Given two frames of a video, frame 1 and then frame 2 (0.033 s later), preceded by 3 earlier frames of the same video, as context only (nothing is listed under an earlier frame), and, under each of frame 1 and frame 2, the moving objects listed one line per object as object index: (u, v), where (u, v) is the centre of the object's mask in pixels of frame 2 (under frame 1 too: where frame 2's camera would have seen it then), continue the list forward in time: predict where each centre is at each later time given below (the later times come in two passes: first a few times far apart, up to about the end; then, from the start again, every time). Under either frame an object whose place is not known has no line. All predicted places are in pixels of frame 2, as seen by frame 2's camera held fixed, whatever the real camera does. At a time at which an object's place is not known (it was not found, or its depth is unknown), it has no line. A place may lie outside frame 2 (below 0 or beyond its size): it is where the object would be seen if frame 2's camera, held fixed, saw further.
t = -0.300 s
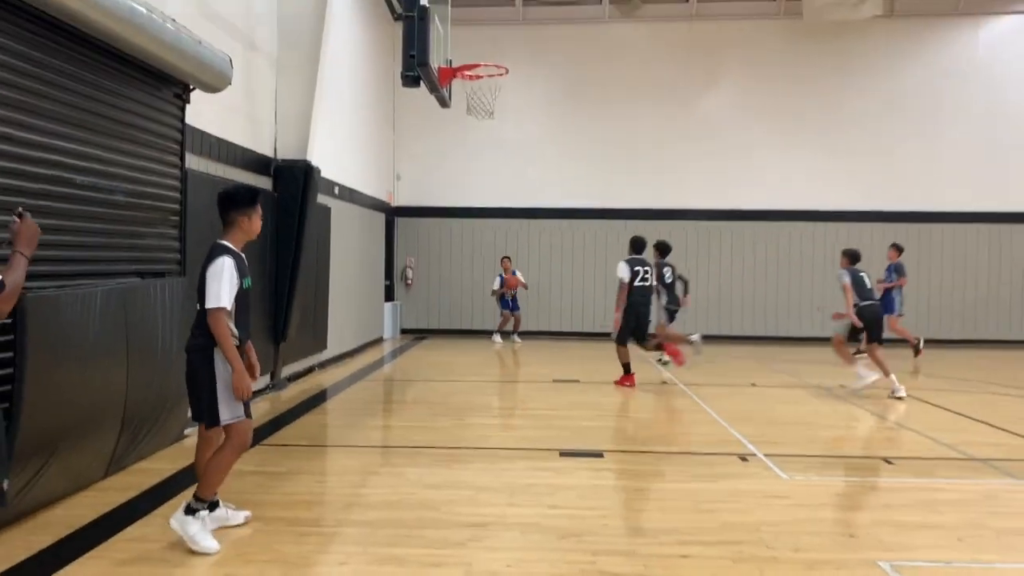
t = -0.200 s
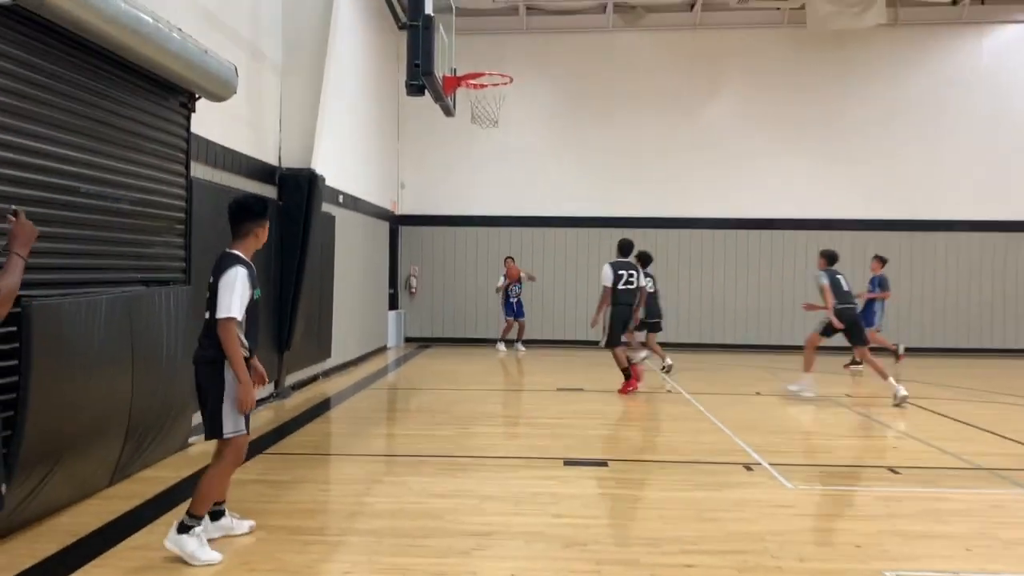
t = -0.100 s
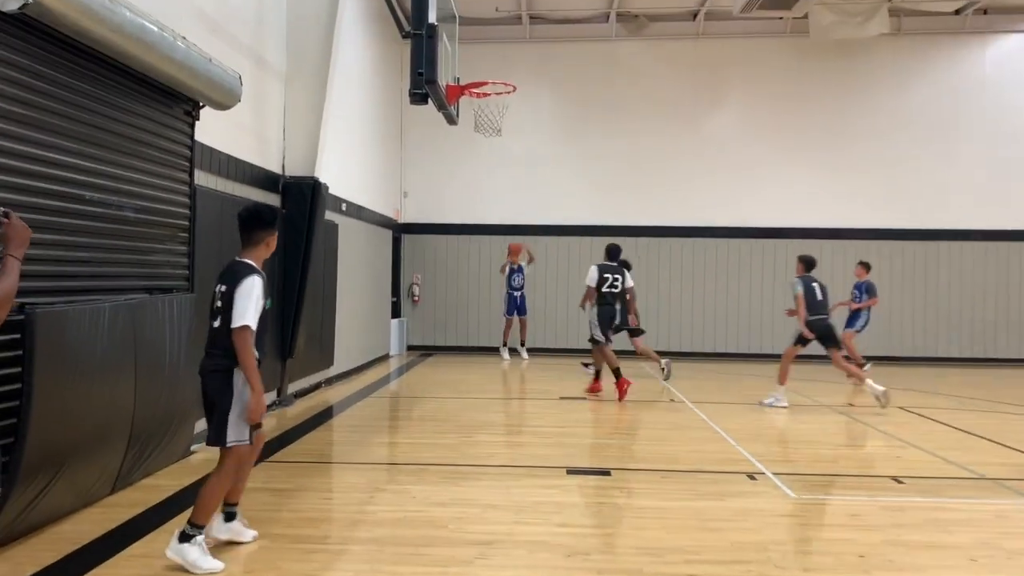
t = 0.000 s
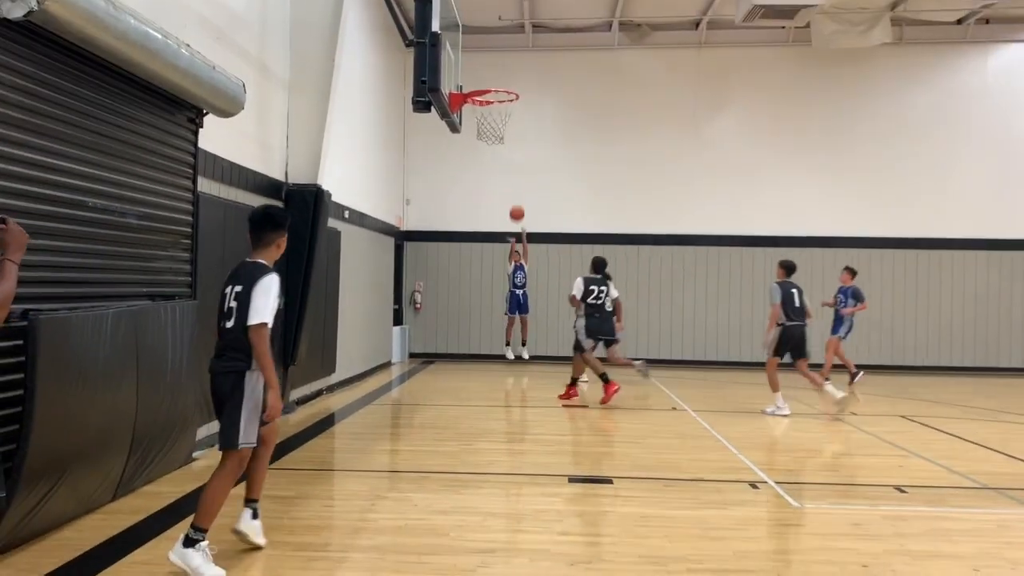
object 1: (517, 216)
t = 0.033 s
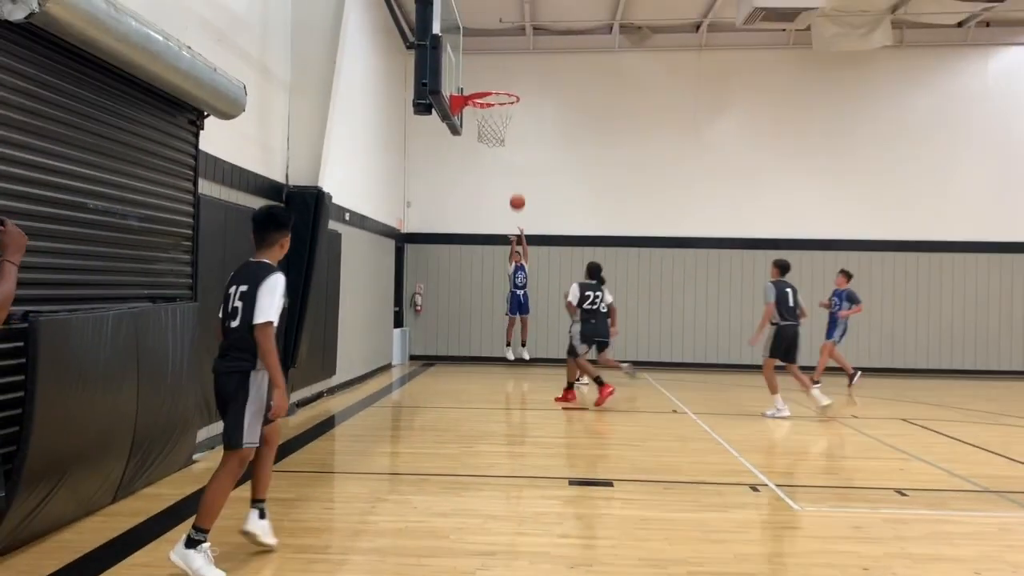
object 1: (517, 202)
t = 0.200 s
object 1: (516, 140)
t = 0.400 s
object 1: (513, 80)
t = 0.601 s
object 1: (509, 43)
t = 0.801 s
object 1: (504, 32)
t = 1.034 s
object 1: (495, 69)
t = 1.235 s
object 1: (486, 122)
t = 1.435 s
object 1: (494, 131)
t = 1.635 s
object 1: (494, 164)
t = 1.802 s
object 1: (495, 228)
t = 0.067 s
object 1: (517, 189)
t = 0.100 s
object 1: (516, 176)
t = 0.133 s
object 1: (517, 164)
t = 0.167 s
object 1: (516, 152)
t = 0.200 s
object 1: (516, 140)
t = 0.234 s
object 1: (515, 129)
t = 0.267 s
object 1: (515, 119)
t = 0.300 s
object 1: (515, 109)
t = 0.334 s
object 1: (514, 99)
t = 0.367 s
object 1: (514, 89)
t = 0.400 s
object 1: (513, 80)
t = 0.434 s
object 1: (513, 73)
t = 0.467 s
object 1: (512, 65)
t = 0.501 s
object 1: (512, 59)
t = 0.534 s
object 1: (511, 53)
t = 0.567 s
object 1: (510, 48)
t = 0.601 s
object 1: (509, 43)
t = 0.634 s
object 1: (509, 39)
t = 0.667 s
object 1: (508, 35)
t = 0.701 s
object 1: (507, 33)
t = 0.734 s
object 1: (506, 32)
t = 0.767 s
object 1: (505, 32)
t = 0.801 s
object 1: (504, 32)
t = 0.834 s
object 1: (503, 34)
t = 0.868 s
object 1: (502, 36)
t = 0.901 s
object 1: (501, 39)
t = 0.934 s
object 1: (499, 45)
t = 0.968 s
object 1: (498, 51)
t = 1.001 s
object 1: (497, 58)
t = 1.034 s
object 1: (495, 69)
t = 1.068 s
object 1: (493, 78)
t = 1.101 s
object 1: (492, 91)
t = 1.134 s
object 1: (491, 105)
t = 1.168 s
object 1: (489, 119)
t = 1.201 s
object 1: (487, 124)
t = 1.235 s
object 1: (486, 122)
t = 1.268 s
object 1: (487, 121)
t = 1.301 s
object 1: (489, 122)
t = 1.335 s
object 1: (491, 124)
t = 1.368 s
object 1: (492, 127)
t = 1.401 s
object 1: (493, 129)
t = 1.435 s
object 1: (494, 131)
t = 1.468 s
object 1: (494, 134)
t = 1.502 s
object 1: (494, 137)
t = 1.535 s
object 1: (494, 142)
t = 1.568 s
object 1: (494, 148)
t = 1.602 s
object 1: (494, 155)
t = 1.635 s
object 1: (494, 164)
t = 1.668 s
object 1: (494, 175)
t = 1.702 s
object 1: (494, 186)
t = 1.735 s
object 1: (494, 198)
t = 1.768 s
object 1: (495, 213)
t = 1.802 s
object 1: (495, 228)
